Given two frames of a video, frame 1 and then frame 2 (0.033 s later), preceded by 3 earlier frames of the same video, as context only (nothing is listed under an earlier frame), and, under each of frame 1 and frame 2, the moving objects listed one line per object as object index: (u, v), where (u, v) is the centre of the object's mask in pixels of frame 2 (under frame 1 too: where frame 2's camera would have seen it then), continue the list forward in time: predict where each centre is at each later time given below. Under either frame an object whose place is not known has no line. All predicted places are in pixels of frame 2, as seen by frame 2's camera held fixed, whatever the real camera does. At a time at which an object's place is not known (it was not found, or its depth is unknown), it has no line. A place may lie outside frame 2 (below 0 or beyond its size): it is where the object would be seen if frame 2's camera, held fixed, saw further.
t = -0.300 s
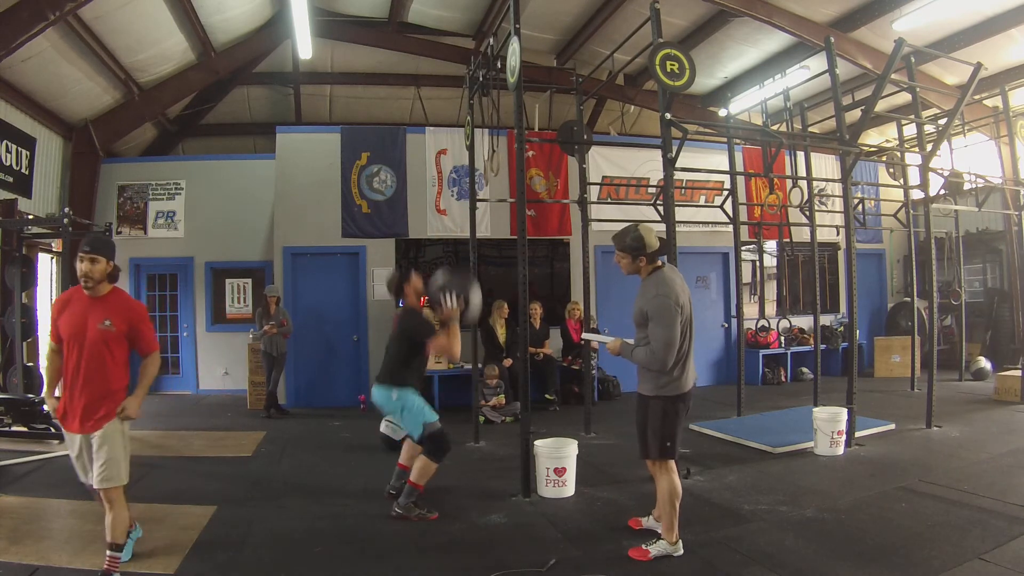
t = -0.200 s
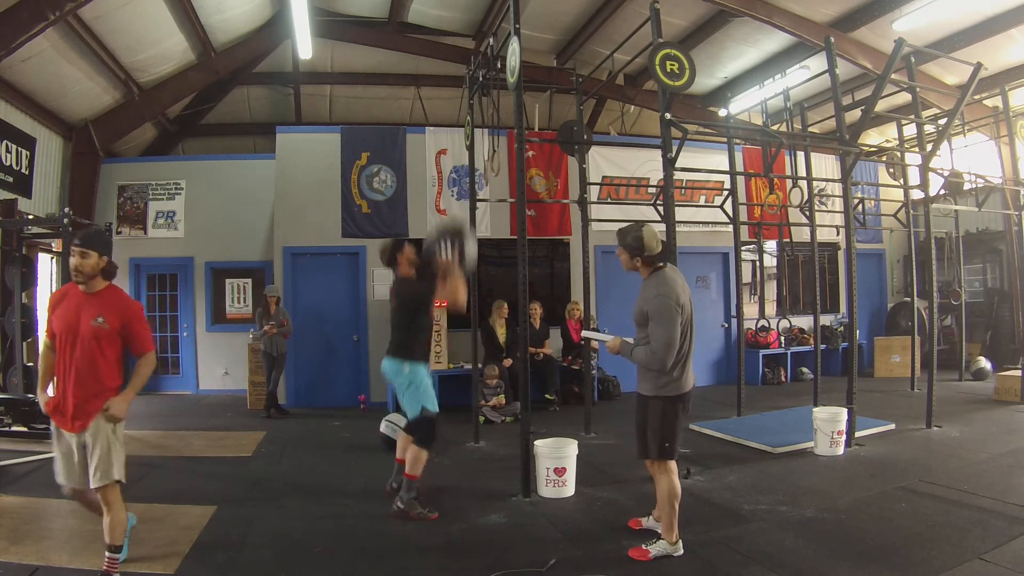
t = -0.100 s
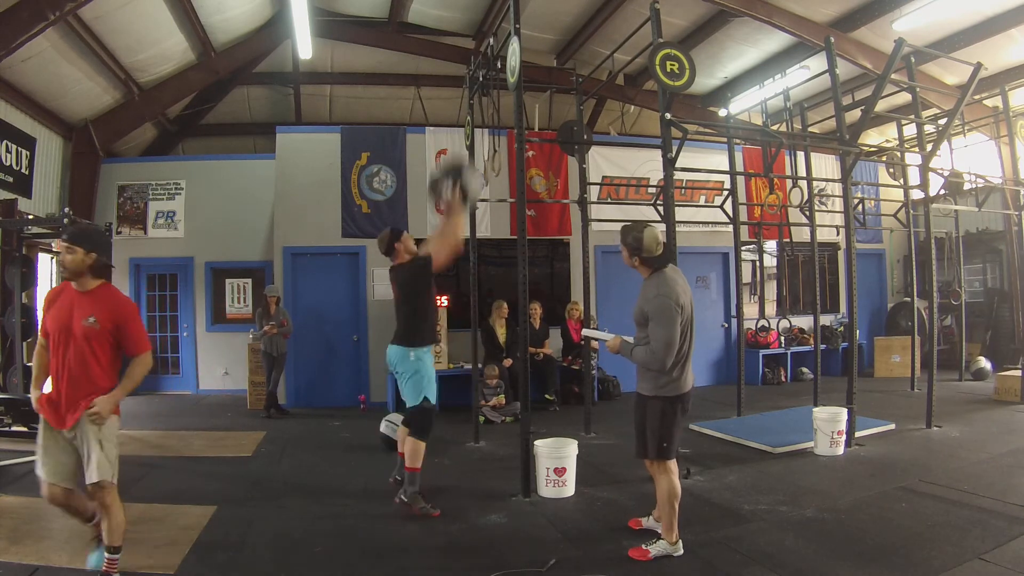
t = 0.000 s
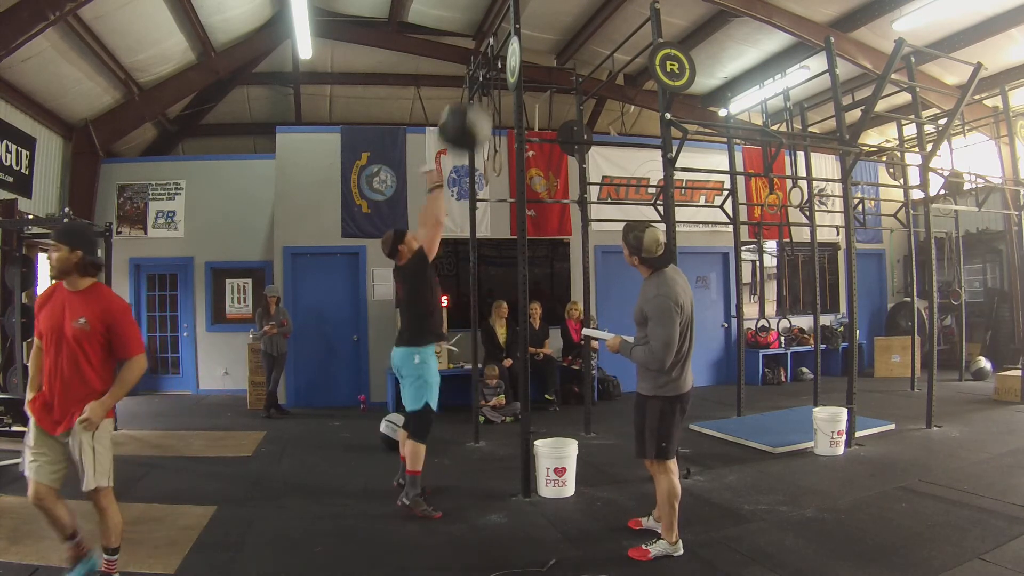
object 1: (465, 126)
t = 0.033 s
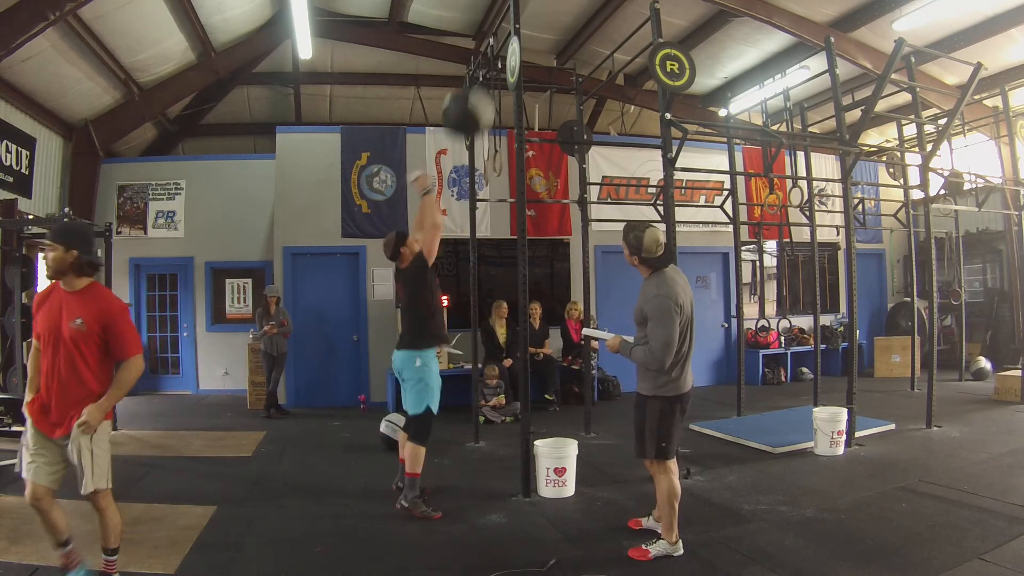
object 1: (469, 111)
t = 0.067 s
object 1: (471, 98)
